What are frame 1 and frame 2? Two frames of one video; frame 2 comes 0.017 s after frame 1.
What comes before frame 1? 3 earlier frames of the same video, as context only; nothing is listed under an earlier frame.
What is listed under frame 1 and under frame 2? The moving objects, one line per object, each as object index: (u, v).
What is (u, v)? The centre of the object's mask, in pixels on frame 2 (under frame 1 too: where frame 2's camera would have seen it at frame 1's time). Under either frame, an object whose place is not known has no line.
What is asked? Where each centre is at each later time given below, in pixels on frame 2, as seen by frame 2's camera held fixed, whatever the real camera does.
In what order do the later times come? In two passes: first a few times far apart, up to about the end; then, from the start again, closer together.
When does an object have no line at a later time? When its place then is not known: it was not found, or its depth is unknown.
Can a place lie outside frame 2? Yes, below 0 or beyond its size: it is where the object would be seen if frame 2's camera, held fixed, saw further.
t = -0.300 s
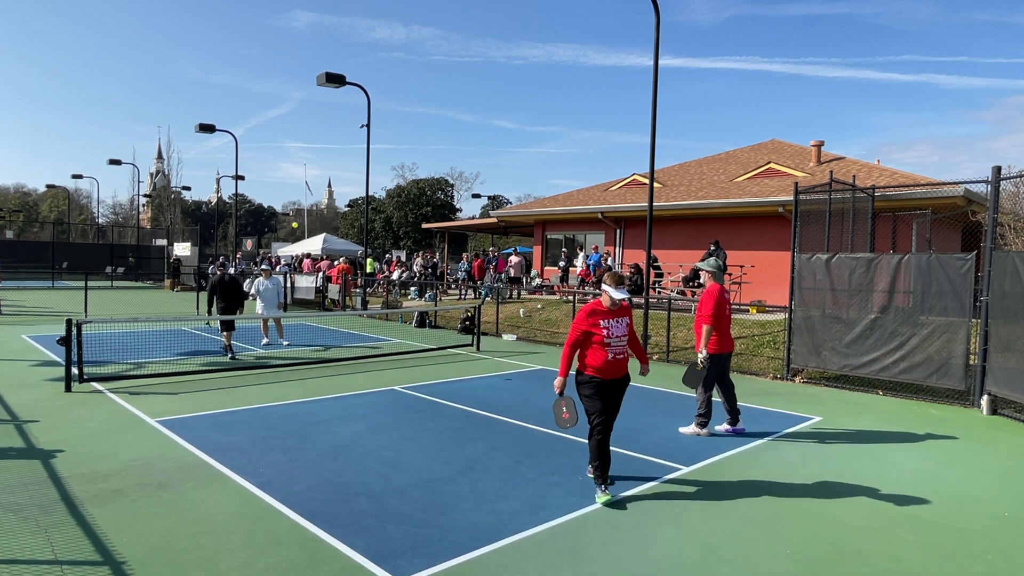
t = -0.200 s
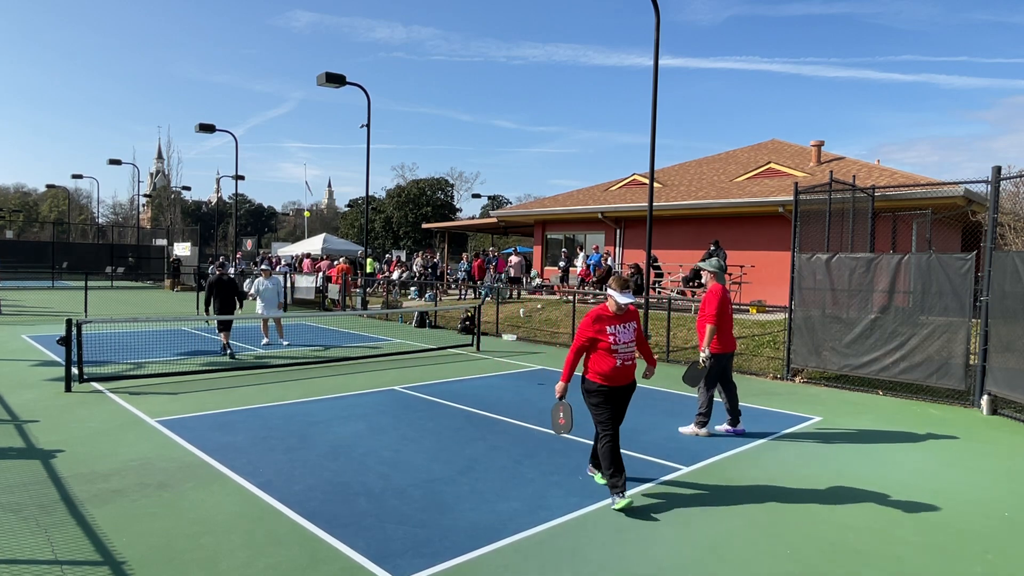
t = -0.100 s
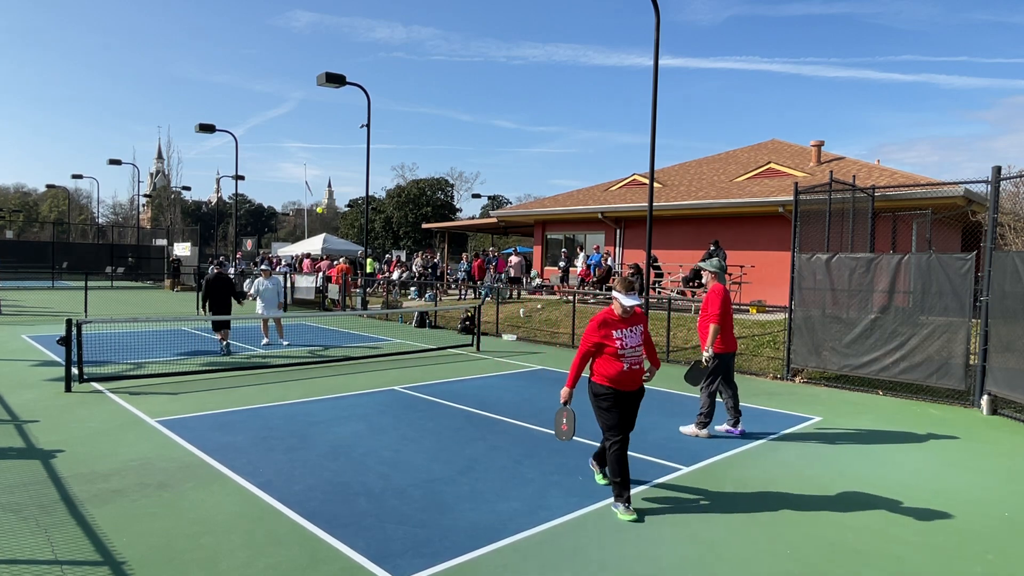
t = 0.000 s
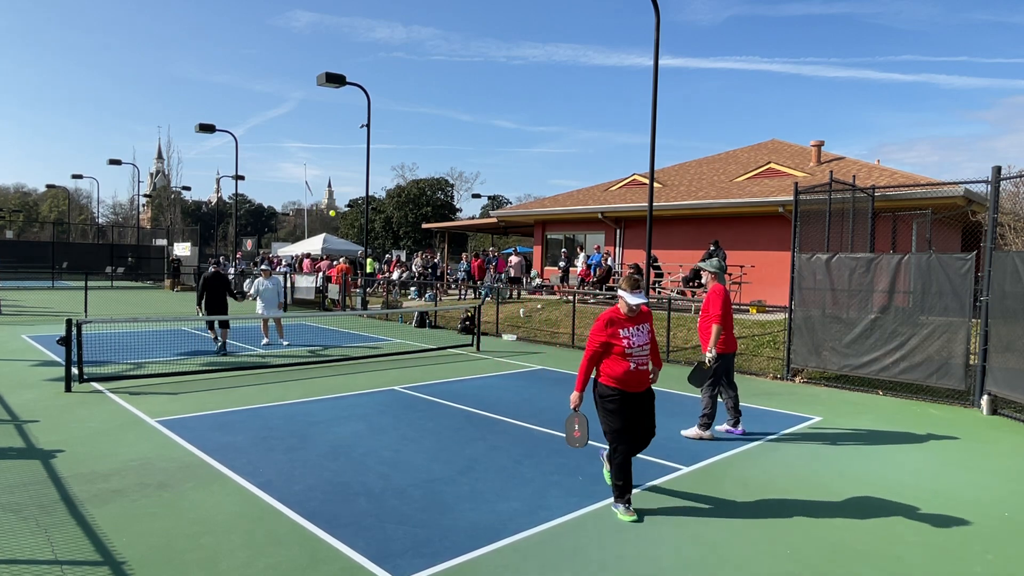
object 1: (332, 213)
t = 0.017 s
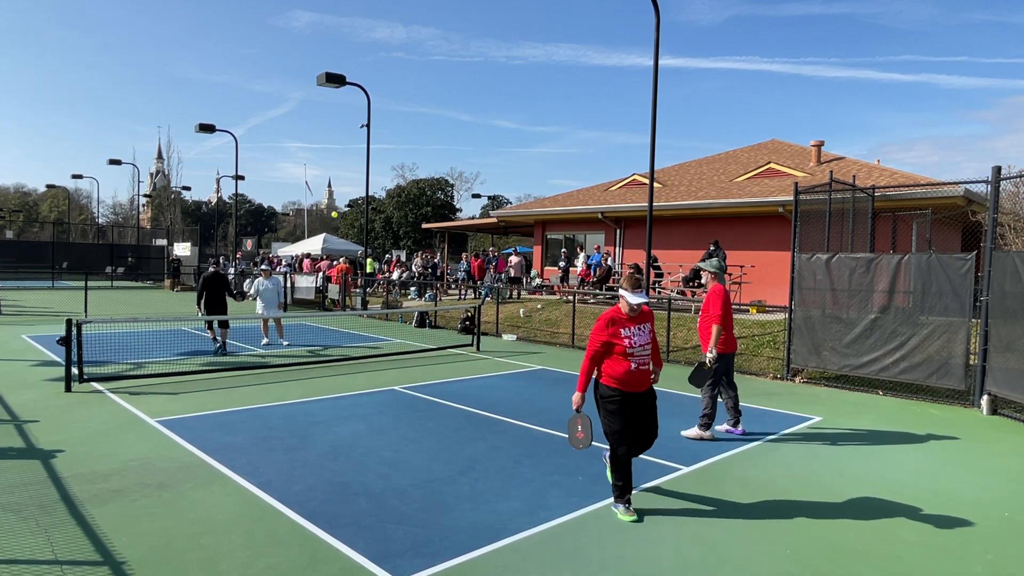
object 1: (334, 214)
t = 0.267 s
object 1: (371, 269)
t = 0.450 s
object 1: (395, 330)
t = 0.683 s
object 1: (427, 390)
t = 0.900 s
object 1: (454, 349)
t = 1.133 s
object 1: (483, 353)
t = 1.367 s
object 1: (511, 410)
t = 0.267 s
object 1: (371, 269)
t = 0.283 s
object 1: (372, 268)
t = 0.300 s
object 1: (374, 272)
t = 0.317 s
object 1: (376, 277)
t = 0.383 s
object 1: (385, 302)
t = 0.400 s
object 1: (388, 308)
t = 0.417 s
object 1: (390, 316)
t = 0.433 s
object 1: (393, 323)
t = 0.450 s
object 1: (395, 330)
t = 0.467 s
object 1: (397, 338)
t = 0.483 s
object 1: (400, 346)
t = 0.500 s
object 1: (402, 354)
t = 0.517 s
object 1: (405, 363)
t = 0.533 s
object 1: (407, 371)
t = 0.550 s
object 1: (410, 381)
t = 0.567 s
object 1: (412, 389)
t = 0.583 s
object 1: (415, 399)
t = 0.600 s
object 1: (417, 410)
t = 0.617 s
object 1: (419, 411)
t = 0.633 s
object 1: (421, 405)
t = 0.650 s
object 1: (423, 400)
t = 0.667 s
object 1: (425, 395)
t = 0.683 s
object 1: (427, 390)
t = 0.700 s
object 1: (429, 385)
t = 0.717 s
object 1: (431, 381)
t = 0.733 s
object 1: (433, 377)
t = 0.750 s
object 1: (435, 373)
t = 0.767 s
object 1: (437, 370)
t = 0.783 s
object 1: (439, 366)
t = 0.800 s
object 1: (441, 363)
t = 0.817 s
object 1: (443, 360)
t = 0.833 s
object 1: (445, 358)
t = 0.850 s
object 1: (447, 355)
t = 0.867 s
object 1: (449, 353)
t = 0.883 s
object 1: (452, 351)
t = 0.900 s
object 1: (454, 349)
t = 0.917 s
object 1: (456, 348)
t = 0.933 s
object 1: (458, 347)
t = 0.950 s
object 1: (460, 346)
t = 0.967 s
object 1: (462, 345)
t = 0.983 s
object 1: (464, 345)
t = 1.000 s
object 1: (466, 345)
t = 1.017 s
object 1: (468, 345)
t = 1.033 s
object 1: (470, 346)
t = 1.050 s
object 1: (473, 346)
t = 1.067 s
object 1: (475, 347)
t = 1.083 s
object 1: (477, 348)
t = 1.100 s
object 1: (479, 350)
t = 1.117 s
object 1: (481, 351)
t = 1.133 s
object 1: (483, 353)
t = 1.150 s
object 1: (485, 355)
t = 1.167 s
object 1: (487, 358)
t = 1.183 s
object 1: (489, 361)
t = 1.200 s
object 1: (491, 364)
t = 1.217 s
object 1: (493, 367)
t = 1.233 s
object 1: (495, 371)
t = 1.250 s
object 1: (497, 375)
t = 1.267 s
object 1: (499, 379)
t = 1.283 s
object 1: (502, 384)
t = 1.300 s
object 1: (504, 388)
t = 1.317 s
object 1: (506, 394)
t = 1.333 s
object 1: (508, 399)
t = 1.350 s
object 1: (509, 405)
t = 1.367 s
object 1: (511, 410)
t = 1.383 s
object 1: (514, 417)
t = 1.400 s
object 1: (516, 423)
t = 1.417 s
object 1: (518, 430)
